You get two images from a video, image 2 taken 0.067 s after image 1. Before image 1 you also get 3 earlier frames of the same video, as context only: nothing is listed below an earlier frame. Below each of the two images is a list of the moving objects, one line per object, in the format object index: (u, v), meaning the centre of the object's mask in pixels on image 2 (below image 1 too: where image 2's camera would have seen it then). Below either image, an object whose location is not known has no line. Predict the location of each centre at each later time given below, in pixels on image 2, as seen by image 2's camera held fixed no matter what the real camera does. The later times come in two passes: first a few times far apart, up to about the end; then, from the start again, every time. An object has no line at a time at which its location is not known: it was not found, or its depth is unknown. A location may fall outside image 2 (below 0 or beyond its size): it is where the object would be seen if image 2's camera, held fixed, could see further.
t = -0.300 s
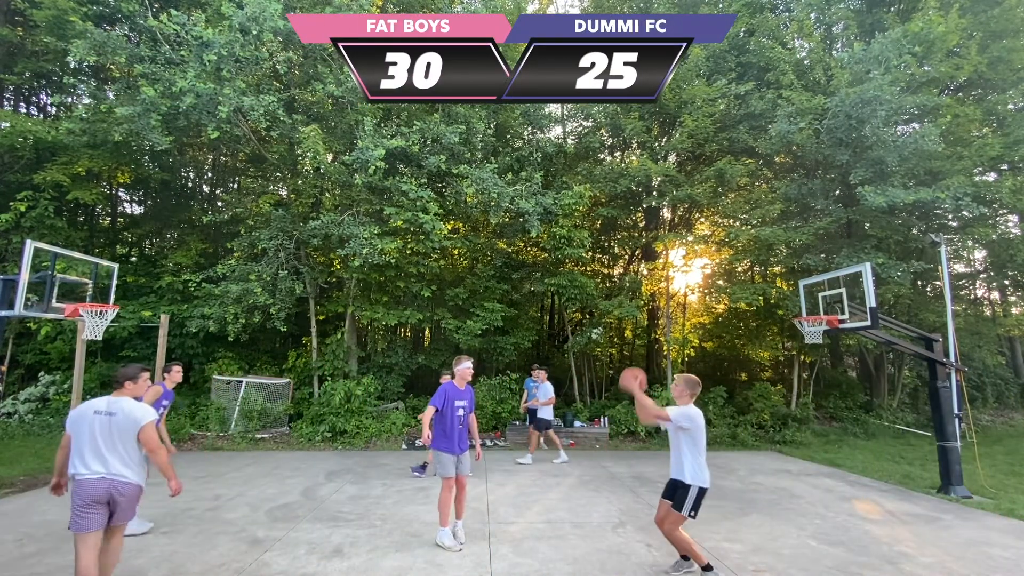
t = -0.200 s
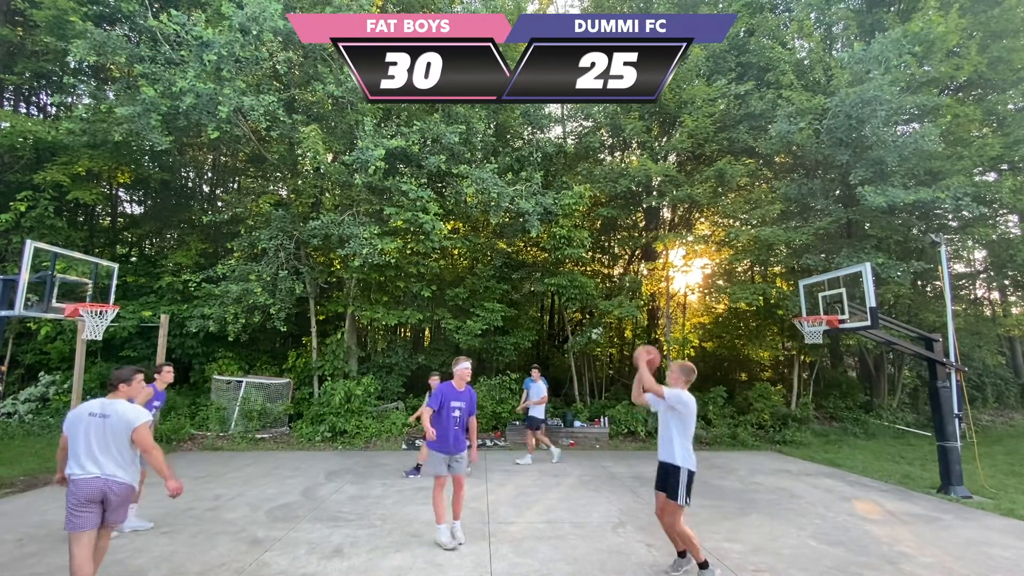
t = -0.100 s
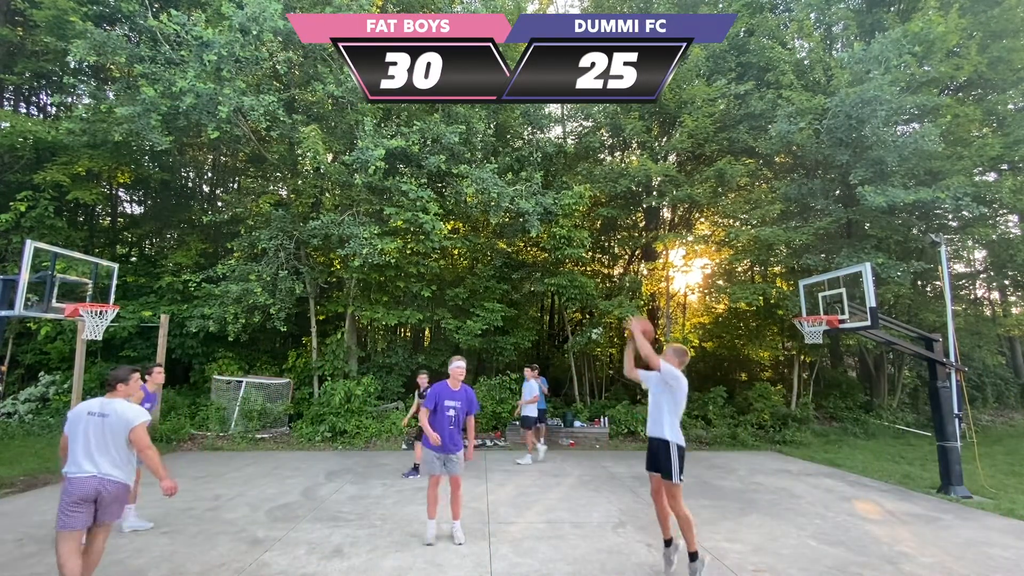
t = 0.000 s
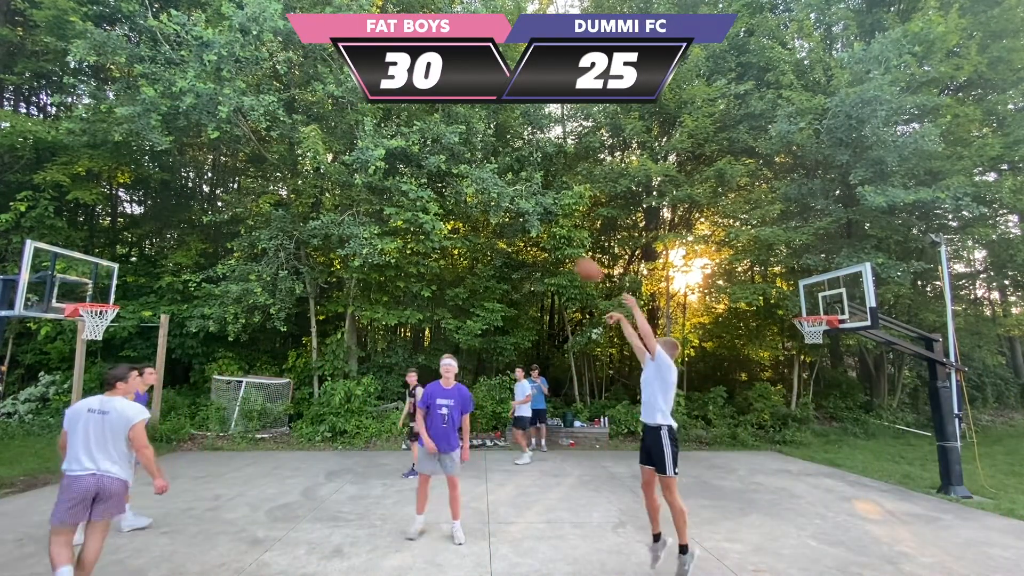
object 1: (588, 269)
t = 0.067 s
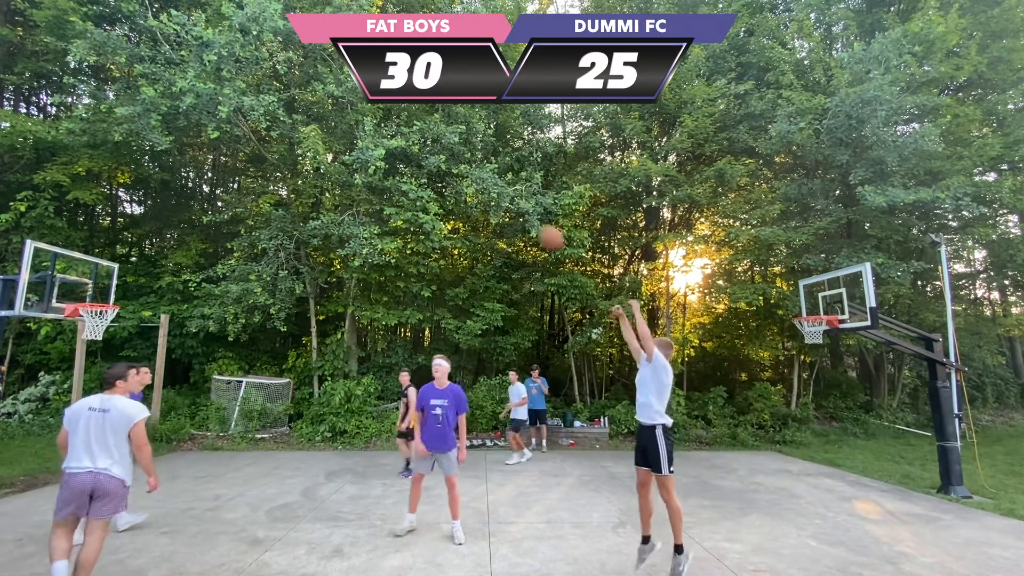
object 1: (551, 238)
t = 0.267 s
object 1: (452, 172)
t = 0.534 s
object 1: (343, 146)
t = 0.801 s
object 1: (249, 172)
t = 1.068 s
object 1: (162, 243)
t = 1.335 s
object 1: (140, 283)
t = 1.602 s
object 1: (203, 273)
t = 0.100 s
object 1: (533, 223)
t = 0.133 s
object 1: (516, 211)
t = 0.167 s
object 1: (499, 199)
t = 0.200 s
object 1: (483, 189)
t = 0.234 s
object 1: (467, 179)
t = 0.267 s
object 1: (452, 172)
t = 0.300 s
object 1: (439, 166)
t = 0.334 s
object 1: (423, 160)
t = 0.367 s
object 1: (409, 155)
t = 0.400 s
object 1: (396, 152)
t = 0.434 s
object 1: (382, 149)
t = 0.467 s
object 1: (369, 146)
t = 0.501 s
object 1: (356, 145)
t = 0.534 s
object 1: (343, 146)
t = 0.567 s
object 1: (332, 146)
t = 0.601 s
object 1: (318, 147)
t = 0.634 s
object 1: (306, 150)
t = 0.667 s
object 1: (294, 153)
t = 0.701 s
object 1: (283, 157)
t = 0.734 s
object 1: (271, 161)
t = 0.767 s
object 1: (260, 166)
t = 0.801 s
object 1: (249, 172)
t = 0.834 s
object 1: (238, 179)
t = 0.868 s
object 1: (227, 186)
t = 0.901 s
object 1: (216, 194)
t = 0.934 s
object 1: (204, 203)
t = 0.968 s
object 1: (194, 212)
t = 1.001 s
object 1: (183, 221)
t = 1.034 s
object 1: (172, 231)
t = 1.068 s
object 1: (162, 243)
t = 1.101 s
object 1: (150, 255)
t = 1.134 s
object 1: (140, 267)
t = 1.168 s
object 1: (129, 280)
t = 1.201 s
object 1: (119, 293)
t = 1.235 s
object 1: (116, 299)
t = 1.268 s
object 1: (125, 293)
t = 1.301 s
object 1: (132, 288)
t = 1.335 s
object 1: (140, 283)
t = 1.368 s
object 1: (149, 280)
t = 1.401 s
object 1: (156, 276)
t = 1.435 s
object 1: (164, 273)
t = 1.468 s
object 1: (172, 272)
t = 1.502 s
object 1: (180, 271)
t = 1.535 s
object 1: (188, 271)
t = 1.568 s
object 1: (196, 272)
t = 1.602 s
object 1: (203, 273)
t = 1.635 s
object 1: (211, 275)
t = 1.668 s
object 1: (219, 278)
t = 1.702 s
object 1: (227, 282)
